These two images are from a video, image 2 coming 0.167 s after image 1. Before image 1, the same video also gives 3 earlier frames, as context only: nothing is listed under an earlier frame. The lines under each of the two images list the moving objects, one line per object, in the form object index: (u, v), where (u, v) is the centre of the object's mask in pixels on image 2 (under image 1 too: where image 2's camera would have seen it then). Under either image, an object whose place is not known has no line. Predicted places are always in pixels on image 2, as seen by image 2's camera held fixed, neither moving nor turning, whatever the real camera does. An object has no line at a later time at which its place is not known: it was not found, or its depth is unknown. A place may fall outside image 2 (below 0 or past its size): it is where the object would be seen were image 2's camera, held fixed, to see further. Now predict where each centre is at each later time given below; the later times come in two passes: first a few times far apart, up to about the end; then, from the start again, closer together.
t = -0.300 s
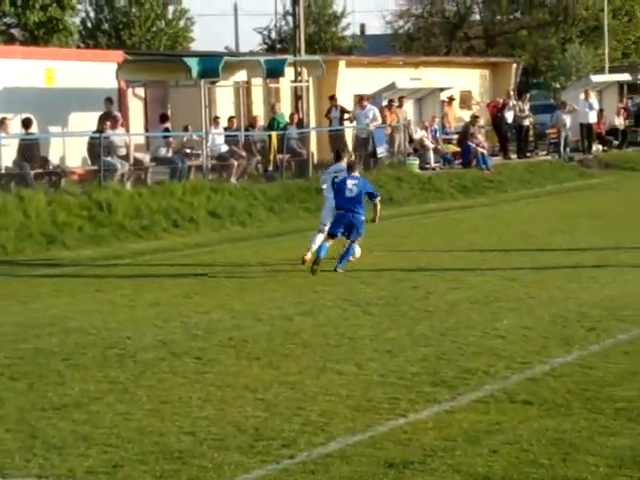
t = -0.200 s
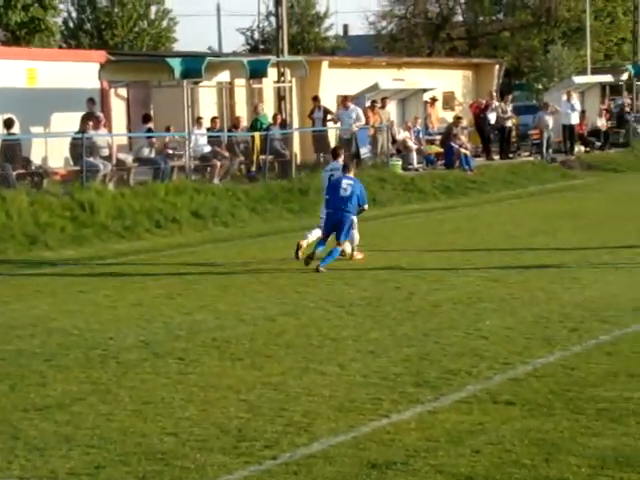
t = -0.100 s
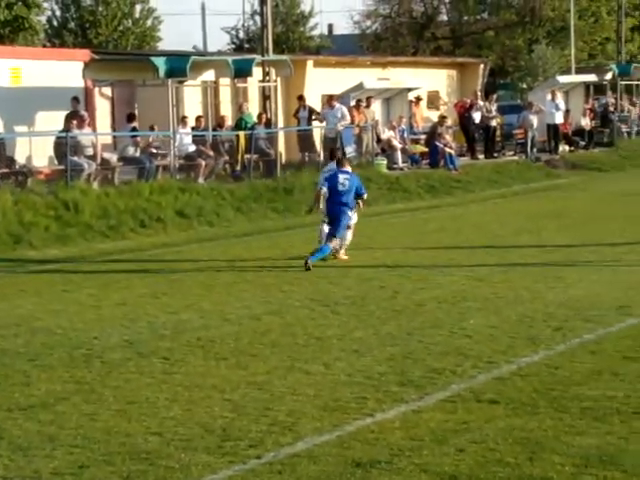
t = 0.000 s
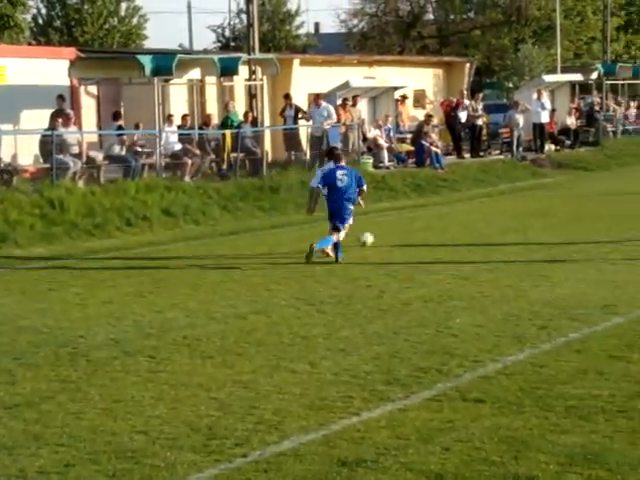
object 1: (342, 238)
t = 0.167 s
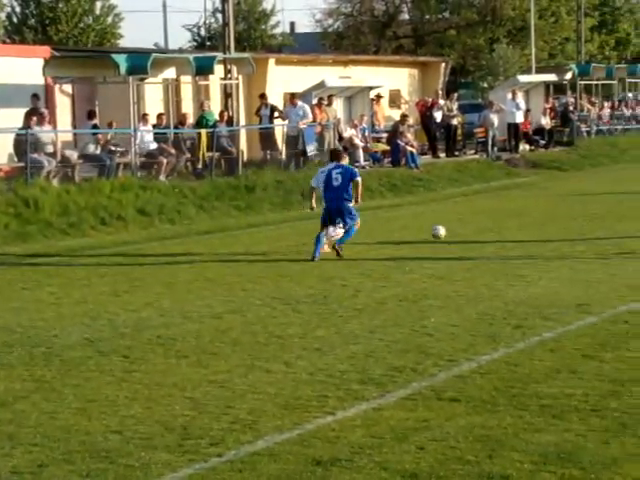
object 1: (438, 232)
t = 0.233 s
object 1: (472, 230)
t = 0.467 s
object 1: (571, 221)
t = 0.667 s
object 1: (634, 213)
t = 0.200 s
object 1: (456, 233)
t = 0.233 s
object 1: (472, 230)
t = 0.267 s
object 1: (487, 226)
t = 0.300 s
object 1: (502, 223)
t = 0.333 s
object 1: (516, 221)
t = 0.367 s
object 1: (531, 220)
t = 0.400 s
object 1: (544, 220)
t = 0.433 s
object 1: (558, 220)
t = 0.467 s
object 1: (571, 221)
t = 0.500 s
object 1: (583, 221)
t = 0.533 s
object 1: (594, 218)
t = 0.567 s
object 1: (604, 215)
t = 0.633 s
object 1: (624, 213)
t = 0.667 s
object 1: (634, 213)
